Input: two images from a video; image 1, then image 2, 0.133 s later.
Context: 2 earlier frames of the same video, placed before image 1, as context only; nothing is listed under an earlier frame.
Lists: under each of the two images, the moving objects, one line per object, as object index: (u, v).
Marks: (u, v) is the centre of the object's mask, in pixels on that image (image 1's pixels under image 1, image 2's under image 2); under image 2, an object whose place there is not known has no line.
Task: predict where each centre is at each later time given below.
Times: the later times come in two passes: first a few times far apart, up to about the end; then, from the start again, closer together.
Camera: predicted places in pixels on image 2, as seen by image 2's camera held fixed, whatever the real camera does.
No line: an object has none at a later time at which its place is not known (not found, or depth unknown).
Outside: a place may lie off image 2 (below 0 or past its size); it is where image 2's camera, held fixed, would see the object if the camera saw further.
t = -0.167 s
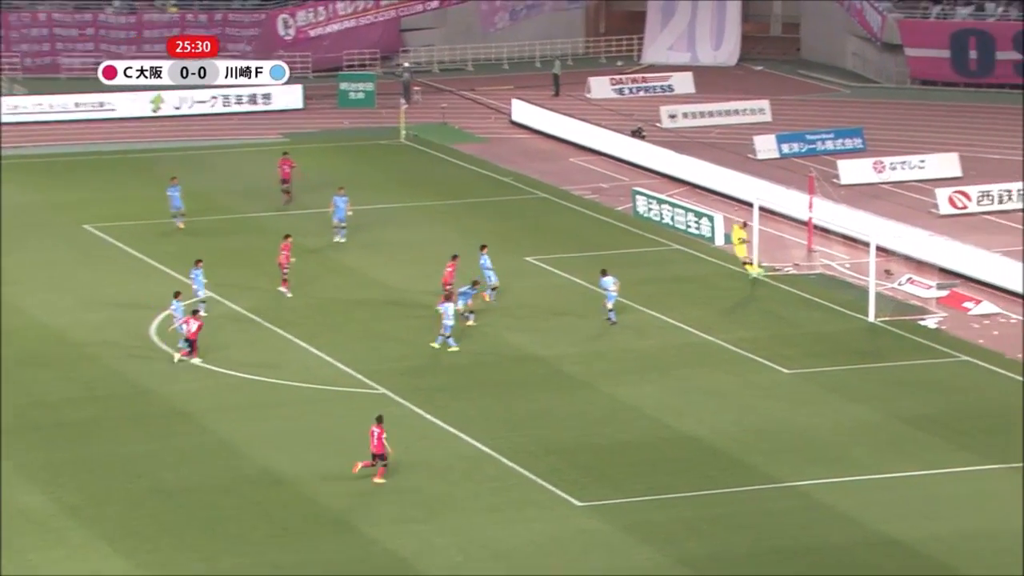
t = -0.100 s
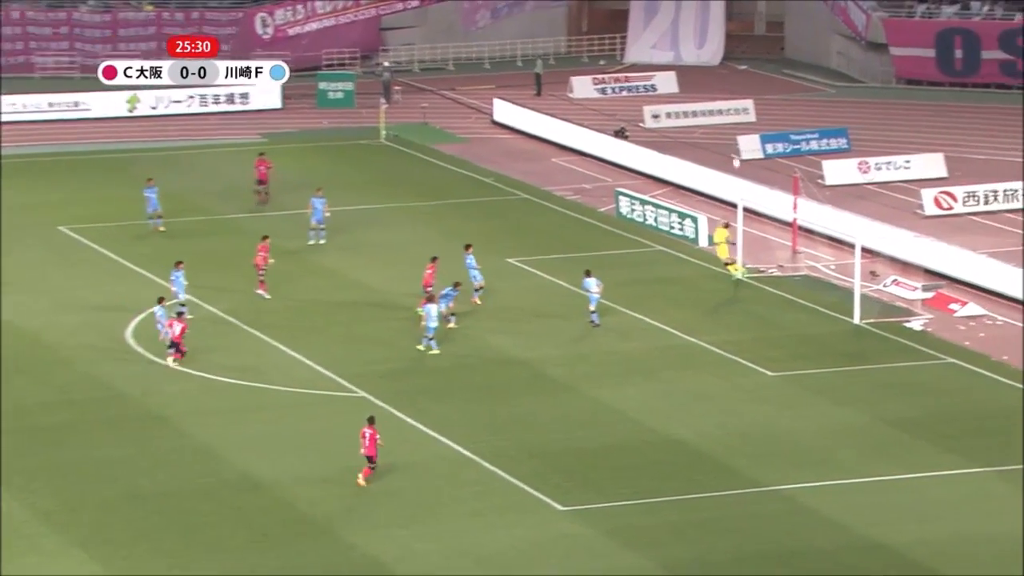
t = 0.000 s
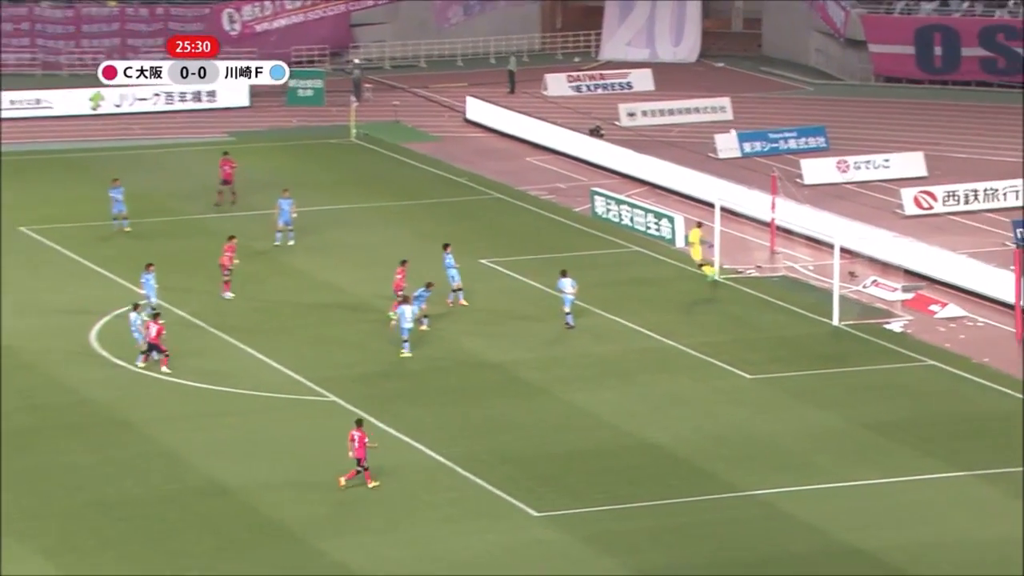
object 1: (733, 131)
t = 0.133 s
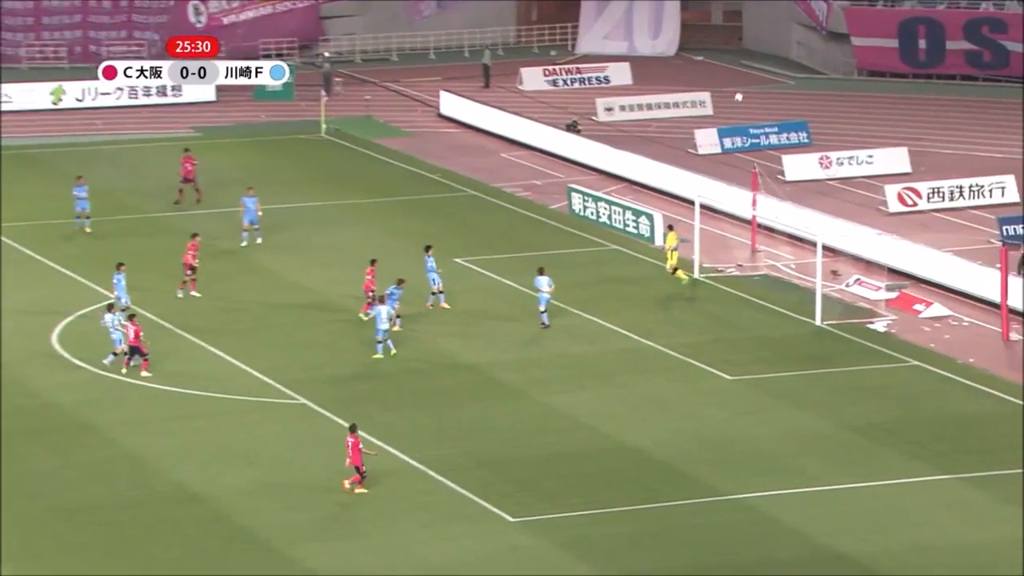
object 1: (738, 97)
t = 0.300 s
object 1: (771, 65)
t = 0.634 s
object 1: (834, 35)
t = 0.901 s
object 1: (882, 38)
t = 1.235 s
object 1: (939, 76)
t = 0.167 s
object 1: (745, 90)
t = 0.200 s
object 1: (752, 83)
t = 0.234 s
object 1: (758, 76)
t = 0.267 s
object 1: (765, 70)
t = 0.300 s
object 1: (771, 65)
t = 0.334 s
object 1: (777, 60)
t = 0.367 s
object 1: (784, 56)
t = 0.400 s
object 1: (791, 52)
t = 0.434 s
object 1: (797, 48)
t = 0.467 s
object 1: (803, 45)
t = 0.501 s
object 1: (810, 42)
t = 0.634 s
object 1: (834, 35)
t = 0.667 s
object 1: (840, 34)
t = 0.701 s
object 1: (846, 34)
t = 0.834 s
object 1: (870, 36)
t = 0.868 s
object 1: (876, 37)
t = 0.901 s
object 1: (882, 38)
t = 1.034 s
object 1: (906, 49)
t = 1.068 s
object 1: (911, 52)
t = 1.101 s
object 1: (918, 57)
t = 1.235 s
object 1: (939, 76)
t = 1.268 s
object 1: (944, 81)
